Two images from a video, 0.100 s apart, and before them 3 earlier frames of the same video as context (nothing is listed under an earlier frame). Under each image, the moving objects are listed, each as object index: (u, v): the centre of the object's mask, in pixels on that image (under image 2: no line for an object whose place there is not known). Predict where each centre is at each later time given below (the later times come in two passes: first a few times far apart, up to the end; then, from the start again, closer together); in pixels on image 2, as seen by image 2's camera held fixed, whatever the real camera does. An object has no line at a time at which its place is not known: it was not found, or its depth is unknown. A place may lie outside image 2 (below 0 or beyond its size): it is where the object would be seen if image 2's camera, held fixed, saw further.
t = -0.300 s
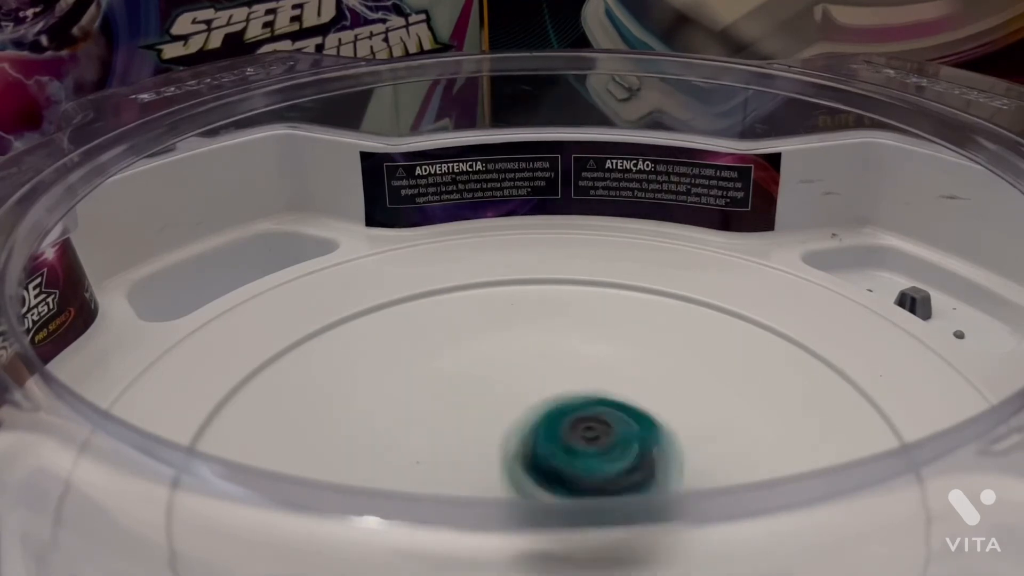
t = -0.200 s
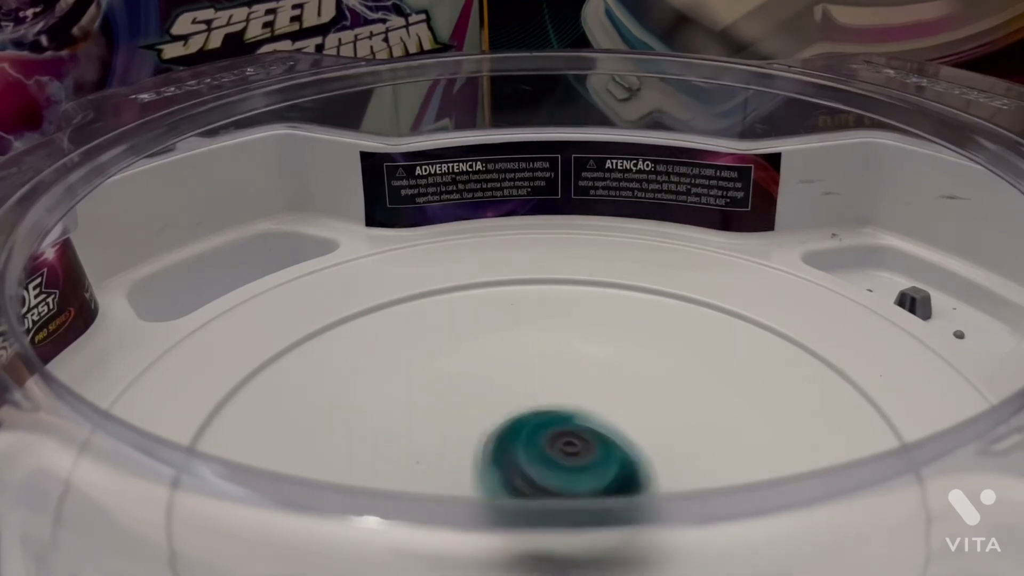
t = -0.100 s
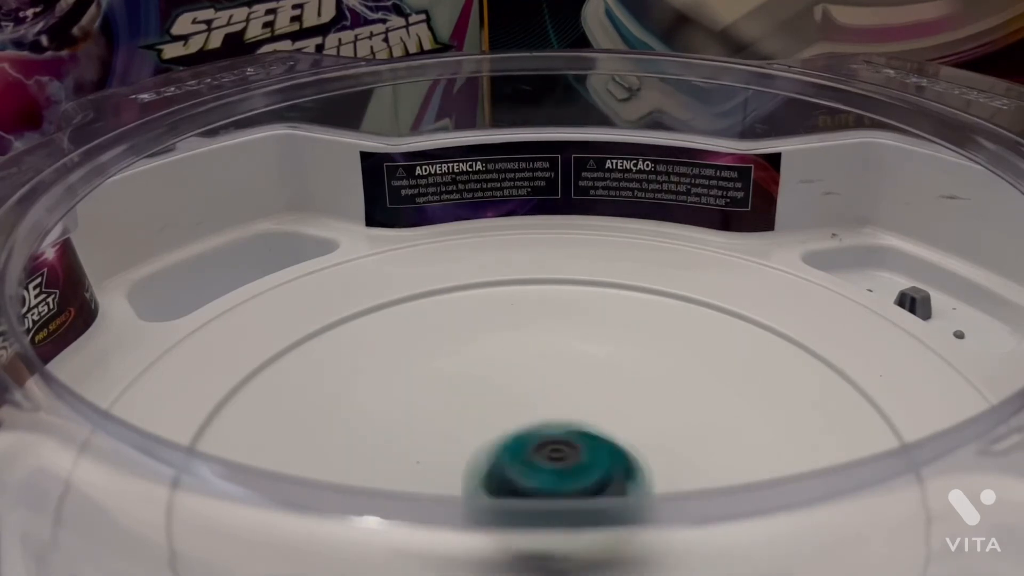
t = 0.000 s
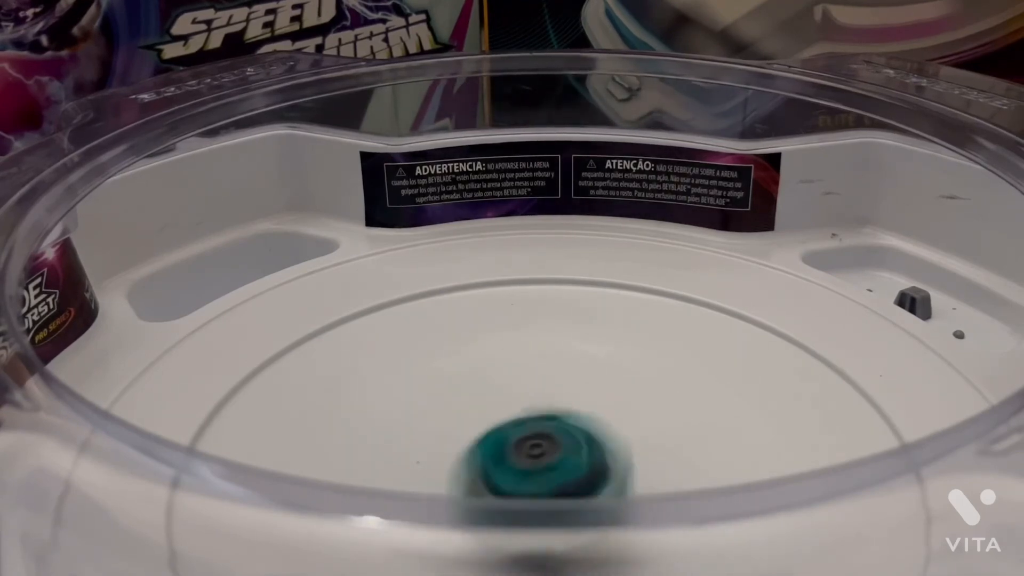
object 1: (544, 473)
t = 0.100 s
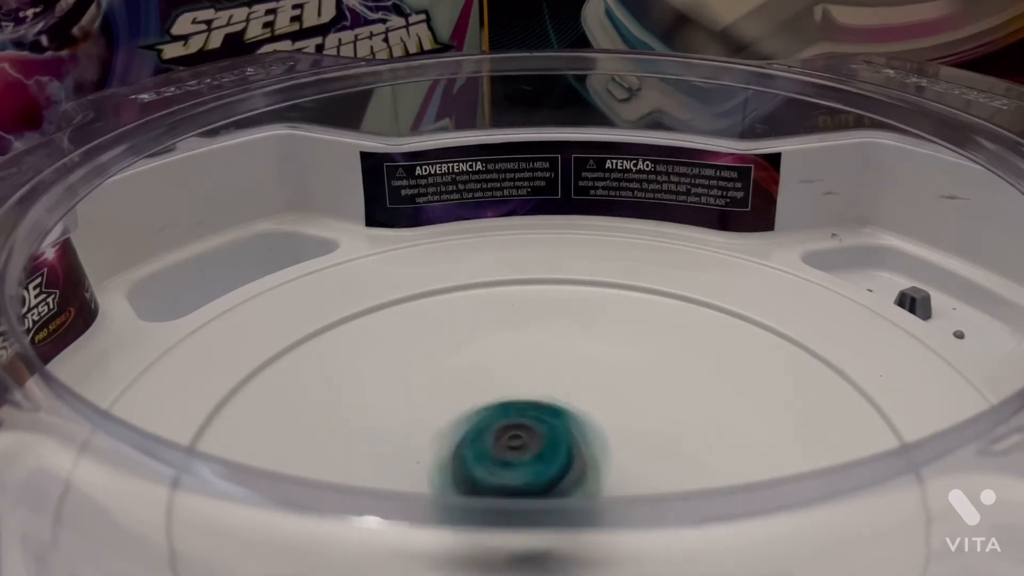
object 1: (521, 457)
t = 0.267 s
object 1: (499, 457)
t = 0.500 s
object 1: (501, 460)
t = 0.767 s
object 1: (523, 444)
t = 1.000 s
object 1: (512, 434)
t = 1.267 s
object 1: (510, 447)
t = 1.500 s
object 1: (545, 450)
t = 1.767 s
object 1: (560, 436)
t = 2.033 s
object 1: (544, 447)
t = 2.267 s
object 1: (542, 461)
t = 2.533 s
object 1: (558, 462)
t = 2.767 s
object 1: (549, 455)
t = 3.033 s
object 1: (532, 458)
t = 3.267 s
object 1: (533, 460)
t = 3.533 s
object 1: (538, 462)
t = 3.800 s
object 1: (538, 458)
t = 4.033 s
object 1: (541, 459)
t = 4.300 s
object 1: (541, 459)
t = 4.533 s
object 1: (541, 459)
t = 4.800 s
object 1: (541, 459)
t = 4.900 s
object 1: (541, 459)
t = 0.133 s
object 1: (516, 455)
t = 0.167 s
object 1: (511, 456)
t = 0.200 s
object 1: (507, 457)
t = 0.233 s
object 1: (501, 454)
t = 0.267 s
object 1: (499, 457)
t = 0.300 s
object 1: (498, 456)
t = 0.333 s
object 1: (495, 457)
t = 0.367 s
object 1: (495, 457)
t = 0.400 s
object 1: (497, 457)
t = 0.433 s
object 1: (498, 458)
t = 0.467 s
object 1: (502, 461)
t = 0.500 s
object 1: (501, 460)
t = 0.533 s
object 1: (506, 458)
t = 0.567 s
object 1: (508, 458)
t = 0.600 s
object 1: (513, 455)
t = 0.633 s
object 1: (516, 454)
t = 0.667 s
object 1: (519, 451)
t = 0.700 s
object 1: (521, 449)
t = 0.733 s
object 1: (522, 446)
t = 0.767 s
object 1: (523, 444)
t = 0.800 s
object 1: (523, 441)
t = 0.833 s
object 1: (521, 439)
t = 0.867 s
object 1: (521, 437)
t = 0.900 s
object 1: (518, 436)
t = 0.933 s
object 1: (517, 436)
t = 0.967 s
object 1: (513, 434)
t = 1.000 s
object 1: (512, 434)
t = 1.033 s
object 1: (510, 434)
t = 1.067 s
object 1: (508, 435)
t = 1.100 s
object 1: (505, 436)
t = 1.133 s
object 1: (505, 438)
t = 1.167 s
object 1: (504, 439)
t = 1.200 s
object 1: (505, 442)
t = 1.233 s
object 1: (506, 444)
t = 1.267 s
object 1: (510, 447)
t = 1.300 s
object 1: (514, 448)
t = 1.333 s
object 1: (520, 450)
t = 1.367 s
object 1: (524, 451)
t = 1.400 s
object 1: (530, 451)
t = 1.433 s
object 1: (536, 450)
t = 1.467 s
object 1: (541, 450)
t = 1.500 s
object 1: (545, 450)
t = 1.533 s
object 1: (550, 448)
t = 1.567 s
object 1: (554, 447)
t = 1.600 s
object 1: (558, 445)
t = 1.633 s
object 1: (559, 444)
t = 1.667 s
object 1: (561, 441)
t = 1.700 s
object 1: (561, 441)
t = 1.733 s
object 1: (561, 439)
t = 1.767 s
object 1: (560, 436)
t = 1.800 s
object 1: (559, 436)
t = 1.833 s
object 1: (557, 438)
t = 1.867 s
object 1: (554, 445)
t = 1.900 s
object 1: (552, 443)
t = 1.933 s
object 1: (549, 445)
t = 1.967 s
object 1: (548, 445)
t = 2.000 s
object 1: (545, 445)
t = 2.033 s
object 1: (544, 447)
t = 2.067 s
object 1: (542, 449)
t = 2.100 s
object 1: (541, 451)
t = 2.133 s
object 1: (539, 453)
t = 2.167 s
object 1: (539, 455)
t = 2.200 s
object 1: (539, 456)
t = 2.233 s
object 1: (540, 459)
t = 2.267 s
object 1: (542, 461)
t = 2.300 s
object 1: (545, 462)
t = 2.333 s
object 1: (546, 464)
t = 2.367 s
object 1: (549, 464)
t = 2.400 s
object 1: (552, 465)
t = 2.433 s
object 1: (552, 464)
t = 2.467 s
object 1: (554, 464)
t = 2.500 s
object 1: (556, 463)
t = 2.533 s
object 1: (558, 462)
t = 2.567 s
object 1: (559, 460)
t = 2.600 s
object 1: (559, 460)
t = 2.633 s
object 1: (558, 459)
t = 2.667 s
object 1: (555, 458)
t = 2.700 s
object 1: (555, 457)
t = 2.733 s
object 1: (553, 456)
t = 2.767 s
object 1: (549, 455)
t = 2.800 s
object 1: (546, 455)
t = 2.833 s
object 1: (542, 454)
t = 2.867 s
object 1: (537, 453)
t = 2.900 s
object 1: (535, 453)
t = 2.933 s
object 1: (534, 454)
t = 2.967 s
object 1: (535, 455)
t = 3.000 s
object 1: (532, 456)
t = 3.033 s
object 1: (532, 458)
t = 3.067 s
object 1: (531, 459)
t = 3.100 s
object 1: (532, 460)
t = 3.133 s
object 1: (531, 461)
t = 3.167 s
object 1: (532, 463)
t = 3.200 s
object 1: (532, 461)
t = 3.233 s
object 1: (531, 461)
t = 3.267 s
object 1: (533, 460)
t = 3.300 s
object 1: (536, 458)
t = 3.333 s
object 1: (535, 458)
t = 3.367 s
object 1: (535, 459)
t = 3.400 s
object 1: (537, 461)
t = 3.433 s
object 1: (537, 462)
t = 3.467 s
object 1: (537, 462)
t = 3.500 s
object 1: (537, 462)
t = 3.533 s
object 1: (538, 462)
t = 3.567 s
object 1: (538, 461)
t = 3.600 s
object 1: (538, 461)
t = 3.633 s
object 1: (539, 460)
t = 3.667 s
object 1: (540, 459)
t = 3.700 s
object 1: (540, 459)
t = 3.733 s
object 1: (541, 457)
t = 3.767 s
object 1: (539, 457)
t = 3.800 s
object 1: (538, 458)
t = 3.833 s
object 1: (538, 459)
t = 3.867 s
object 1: (538, 459)
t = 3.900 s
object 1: (538, 459)
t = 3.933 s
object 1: (539, 459)
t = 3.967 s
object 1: (540, 459)
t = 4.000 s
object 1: (541, 459)
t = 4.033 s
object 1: (541, 459)
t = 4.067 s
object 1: (541, 459)
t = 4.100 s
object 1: (541, 459)
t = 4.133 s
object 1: (541, 459)
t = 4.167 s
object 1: (541, 459)
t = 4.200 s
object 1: (541, 459)
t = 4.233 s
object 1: (541, 459)
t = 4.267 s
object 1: (541, 459)
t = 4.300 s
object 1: (541, 459)
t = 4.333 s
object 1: (541, 459)
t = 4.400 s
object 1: (541, 459)
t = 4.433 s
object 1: (541, 459)
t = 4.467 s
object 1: (541, 459)
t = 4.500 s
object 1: (541, 459)
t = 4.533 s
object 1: (541, 459)
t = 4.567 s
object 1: (541, 459)
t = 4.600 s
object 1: (541, 459)
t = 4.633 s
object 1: (541, 459)
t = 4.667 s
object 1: (541, 459)
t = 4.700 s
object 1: (541, 459)
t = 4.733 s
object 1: (541, 459)
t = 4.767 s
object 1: (541, 459)
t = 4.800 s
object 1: (541, 459)
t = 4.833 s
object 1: (541, 459)
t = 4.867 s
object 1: (541, 459)
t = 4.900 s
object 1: (541, 459)
